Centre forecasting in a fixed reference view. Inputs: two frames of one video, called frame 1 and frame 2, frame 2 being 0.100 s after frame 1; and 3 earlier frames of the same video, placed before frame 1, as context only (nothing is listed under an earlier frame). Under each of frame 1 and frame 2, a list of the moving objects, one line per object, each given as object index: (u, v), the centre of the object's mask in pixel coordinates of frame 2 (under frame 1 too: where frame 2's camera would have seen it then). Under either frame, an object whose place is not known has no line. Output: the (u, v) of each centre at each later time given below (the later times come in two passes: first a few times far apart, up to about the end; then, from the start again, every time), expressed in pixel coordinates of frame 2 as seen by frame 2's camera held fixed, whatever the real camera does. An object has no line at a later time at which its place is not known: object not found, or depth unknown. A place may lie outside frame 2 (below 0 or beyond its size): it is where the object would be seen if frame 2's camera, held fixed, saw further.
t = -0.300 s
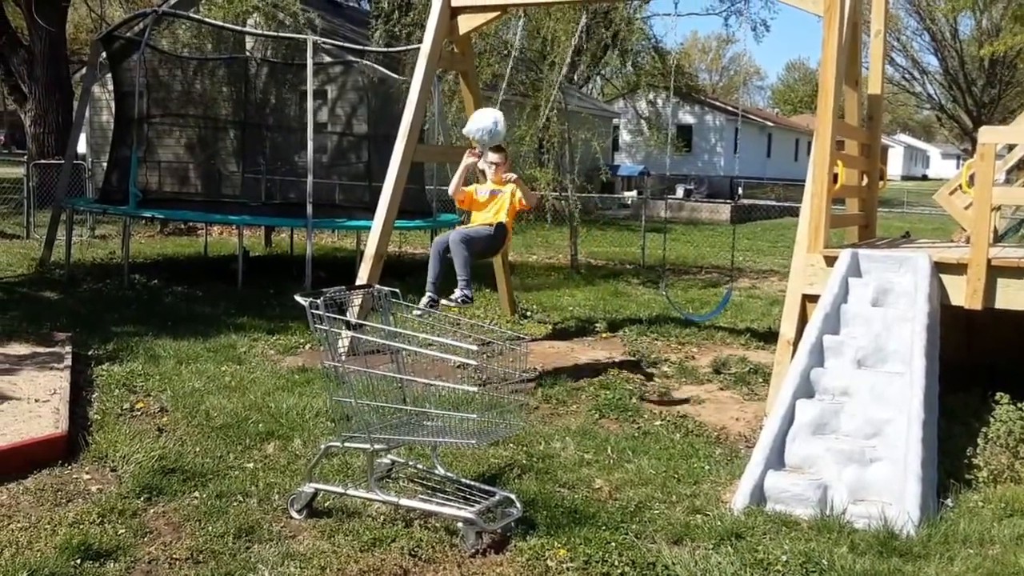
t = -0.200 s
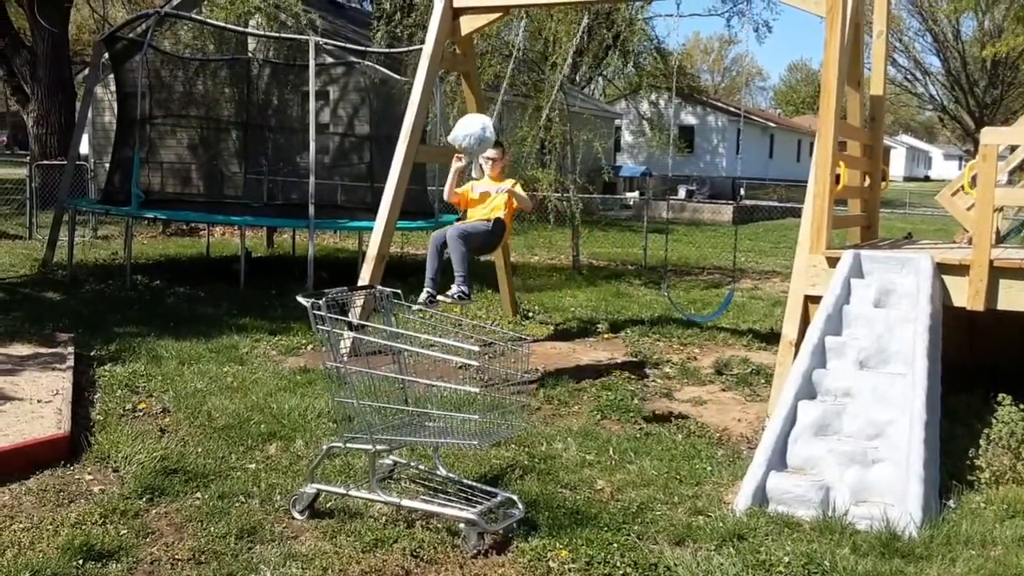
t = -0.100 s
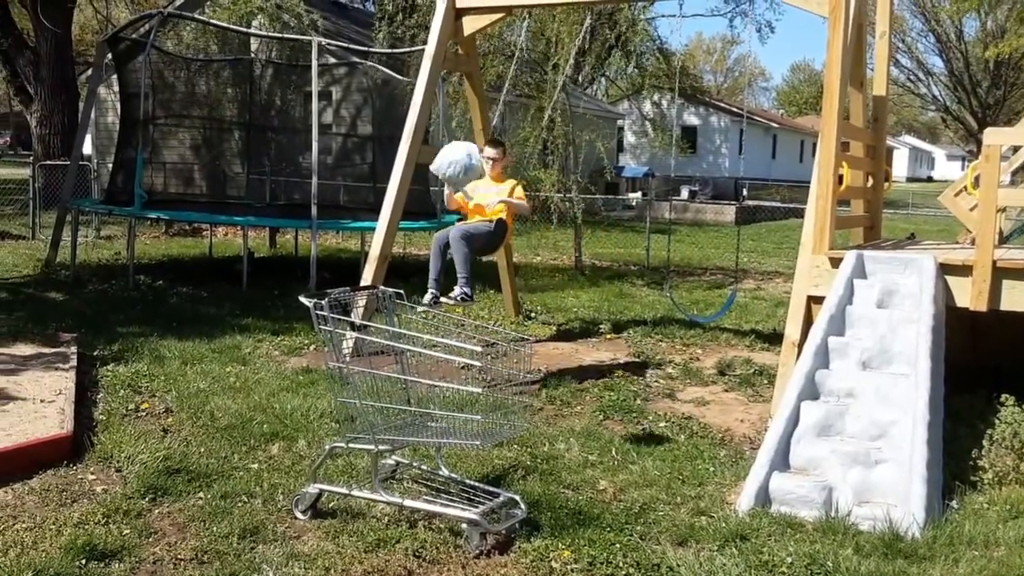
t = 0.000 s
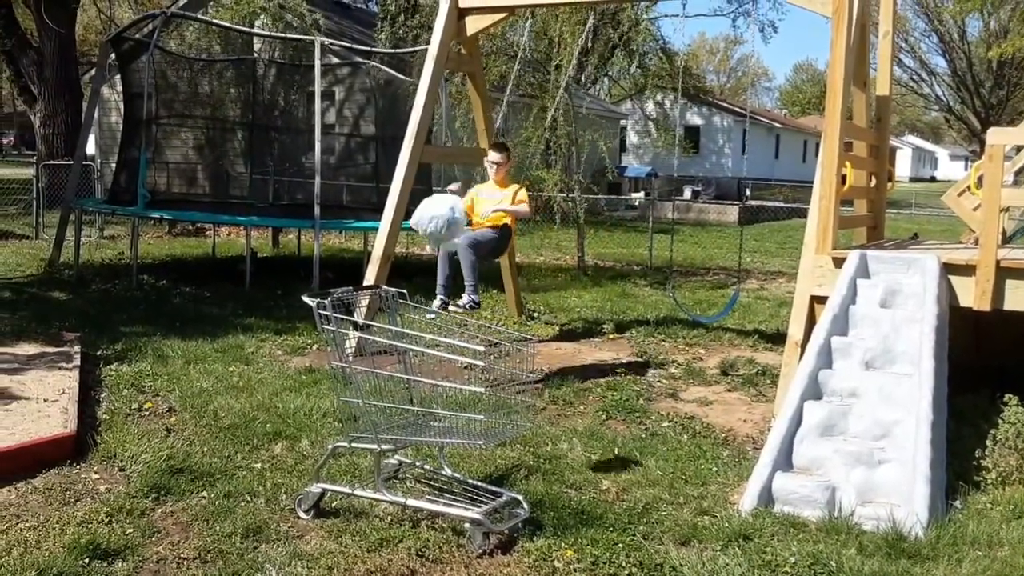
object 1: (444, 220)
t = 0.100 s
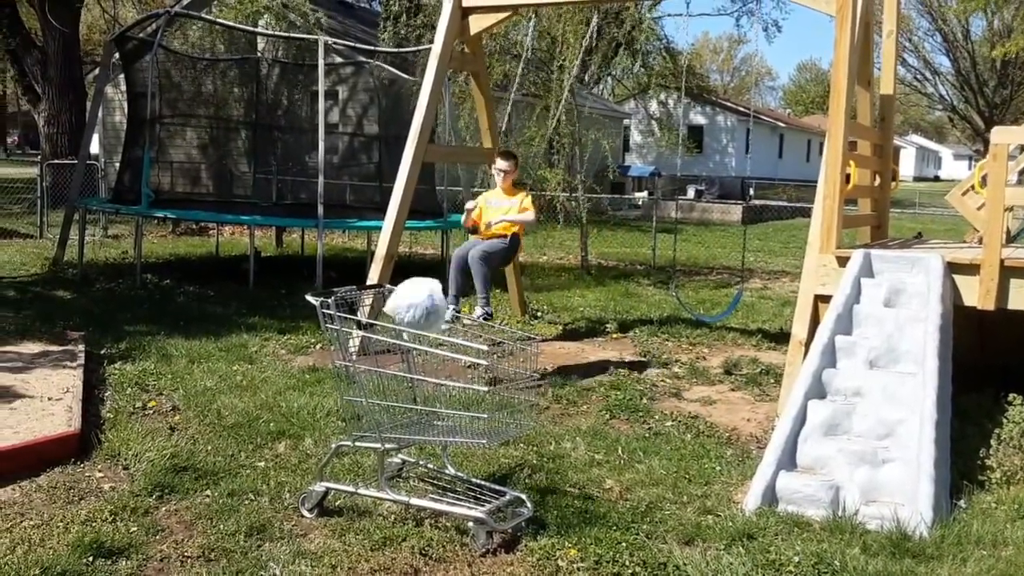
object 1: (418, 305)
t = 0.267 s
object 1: (445, 409)
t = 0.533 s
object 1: (440, 377)
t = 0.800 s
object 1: (422, 413)
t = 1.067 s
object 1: (412, 413)
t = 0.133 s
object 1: (409, 342)
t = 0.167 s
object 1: (414, 367)
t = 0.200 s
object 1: (425, 389)
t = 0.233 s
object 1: (437, 408)
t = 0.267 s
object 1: (445, 409)
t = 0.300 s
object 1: (450, 399)
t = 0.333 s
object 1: (454, 386)
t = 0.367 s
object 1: (451, 378)
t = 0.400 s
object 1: (447, 373)
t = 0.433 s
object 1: (444, 370)
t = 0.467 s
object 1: (441, 367)
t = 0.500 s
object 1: (440, 370)
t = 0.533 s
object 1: (440, 377)
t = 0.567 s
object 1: (436, 393)
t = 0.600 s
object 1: (432, 407)
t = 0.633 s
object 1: (432, 412)
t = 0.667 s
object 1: (429, 410)
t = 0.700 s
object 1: (426, 408)
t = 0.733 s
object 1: (424, 408)
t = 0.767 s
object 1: (423, 409)
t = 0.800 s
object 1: (422, 413)
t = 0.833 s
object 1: (420, 413)
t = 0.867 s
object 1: (419, 411)
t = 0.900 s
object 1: (420, 412)
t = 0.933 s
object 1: (418, 414)
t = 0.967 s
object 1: (417, 413)
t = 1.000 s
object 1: (415, 413)
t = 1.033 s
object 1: (413, 413)
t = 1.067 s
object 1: (412, 413)
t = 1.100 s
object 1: (410, 413)
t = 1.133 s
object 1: (409, 412)
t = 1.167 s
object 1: (409, 412)
